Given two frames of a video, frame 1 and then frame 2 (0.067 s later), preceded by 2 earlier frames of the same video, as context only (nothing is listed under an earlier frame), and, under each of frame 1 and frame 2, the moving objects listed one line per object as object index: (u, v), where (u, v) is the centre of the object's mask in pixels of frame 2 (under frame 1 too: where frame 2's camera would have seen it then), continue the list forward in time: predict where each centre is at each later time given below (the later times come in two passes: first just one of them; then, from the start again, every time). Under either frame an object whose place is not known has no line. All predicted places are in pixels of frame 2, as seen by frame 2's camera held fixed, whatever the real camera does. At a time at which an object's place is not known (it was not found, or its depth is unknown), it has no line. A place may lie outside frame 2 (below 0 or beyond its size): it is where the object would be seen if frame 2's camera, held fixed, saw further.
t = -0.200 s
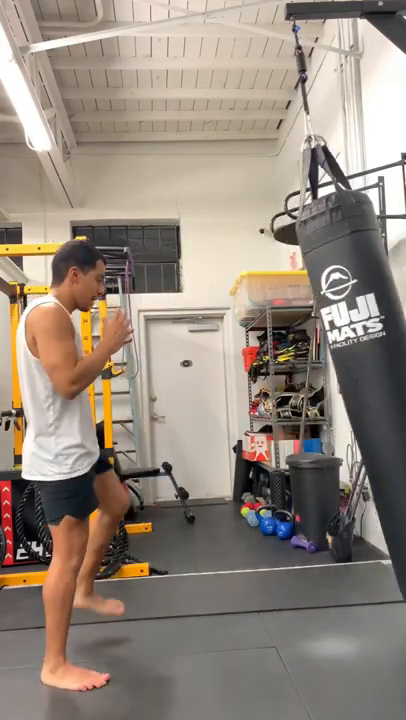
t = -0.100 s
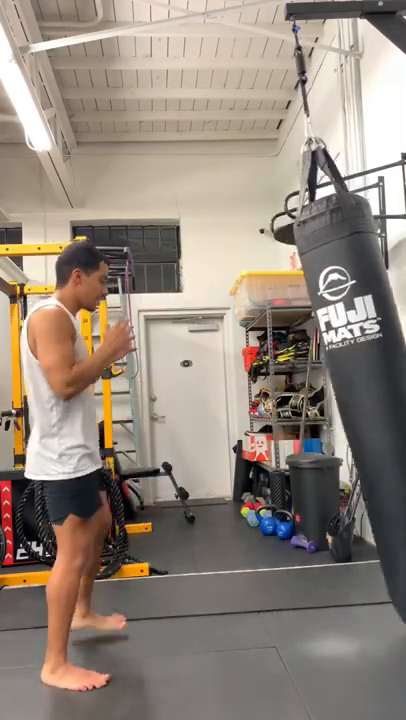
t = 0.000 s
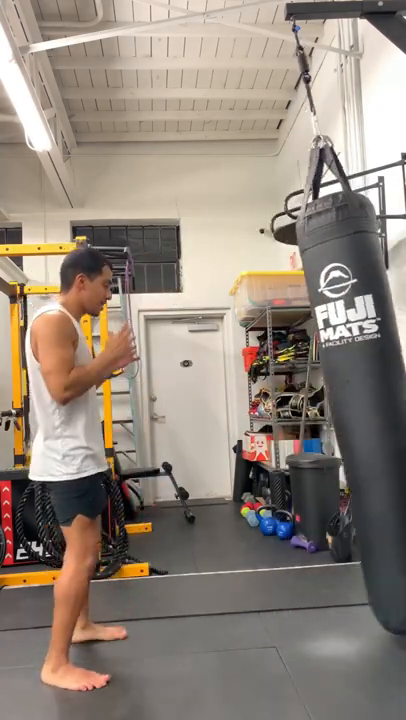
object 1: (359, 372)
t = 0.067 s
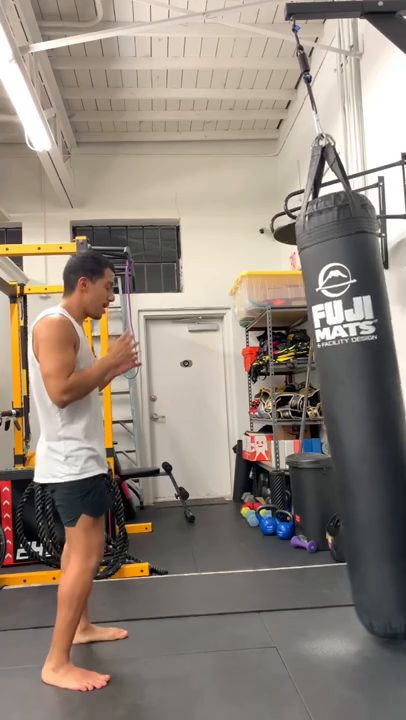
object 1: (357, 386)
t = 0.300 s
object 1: (324, 410)
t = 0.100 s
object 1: (355, 393)
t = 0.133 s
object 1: (351, 398)
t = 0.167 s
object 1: (347, 403)
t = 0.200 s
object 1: (342, 406)
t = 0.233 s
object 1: (336, 408)
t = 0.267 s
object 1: (330, 410)
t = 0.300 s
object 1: (324, 410)
